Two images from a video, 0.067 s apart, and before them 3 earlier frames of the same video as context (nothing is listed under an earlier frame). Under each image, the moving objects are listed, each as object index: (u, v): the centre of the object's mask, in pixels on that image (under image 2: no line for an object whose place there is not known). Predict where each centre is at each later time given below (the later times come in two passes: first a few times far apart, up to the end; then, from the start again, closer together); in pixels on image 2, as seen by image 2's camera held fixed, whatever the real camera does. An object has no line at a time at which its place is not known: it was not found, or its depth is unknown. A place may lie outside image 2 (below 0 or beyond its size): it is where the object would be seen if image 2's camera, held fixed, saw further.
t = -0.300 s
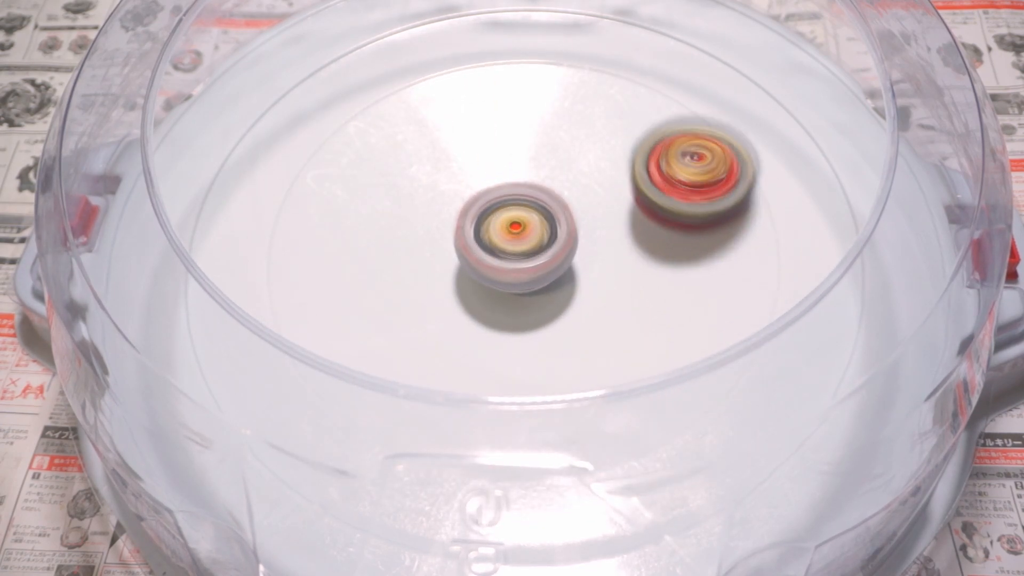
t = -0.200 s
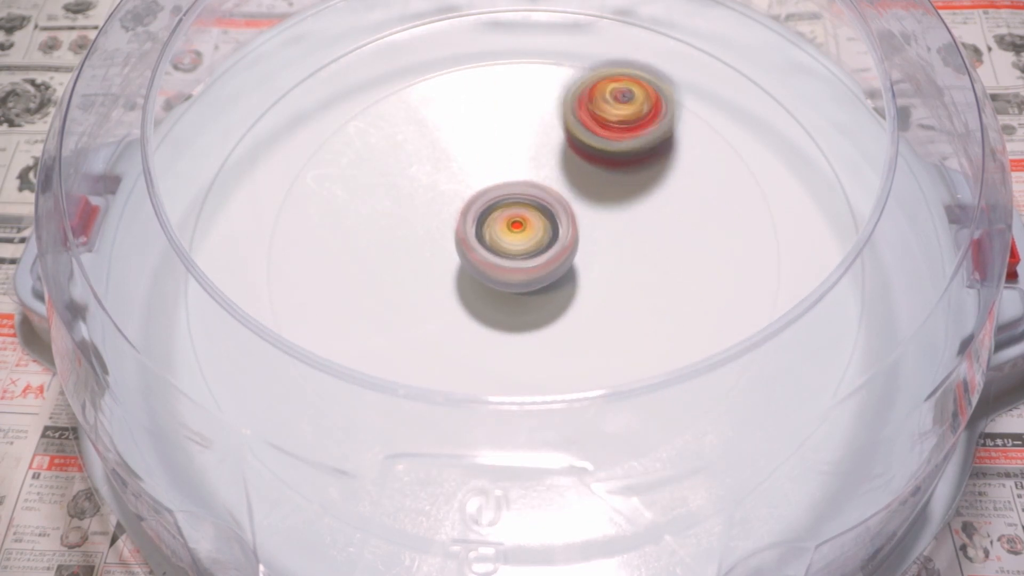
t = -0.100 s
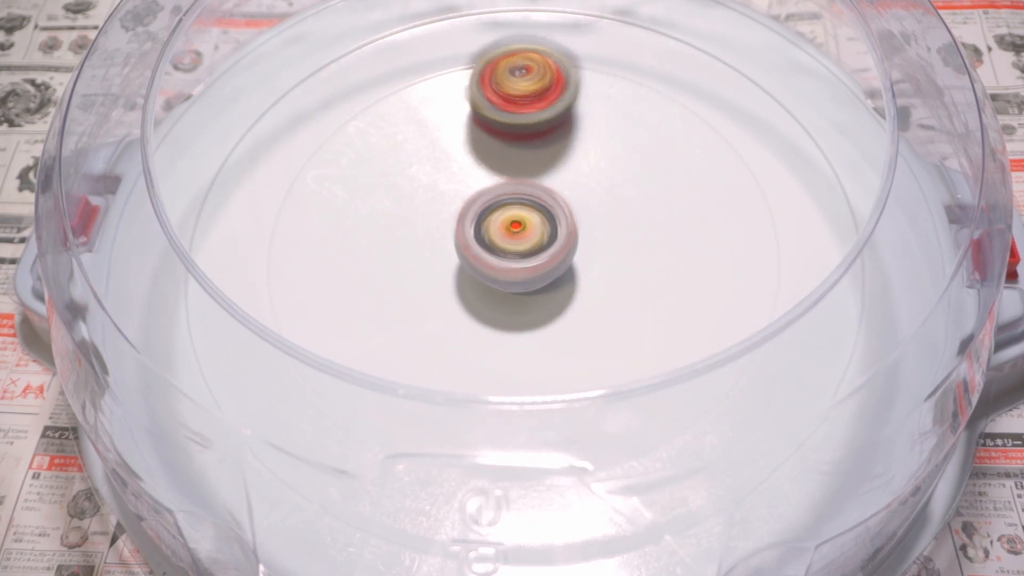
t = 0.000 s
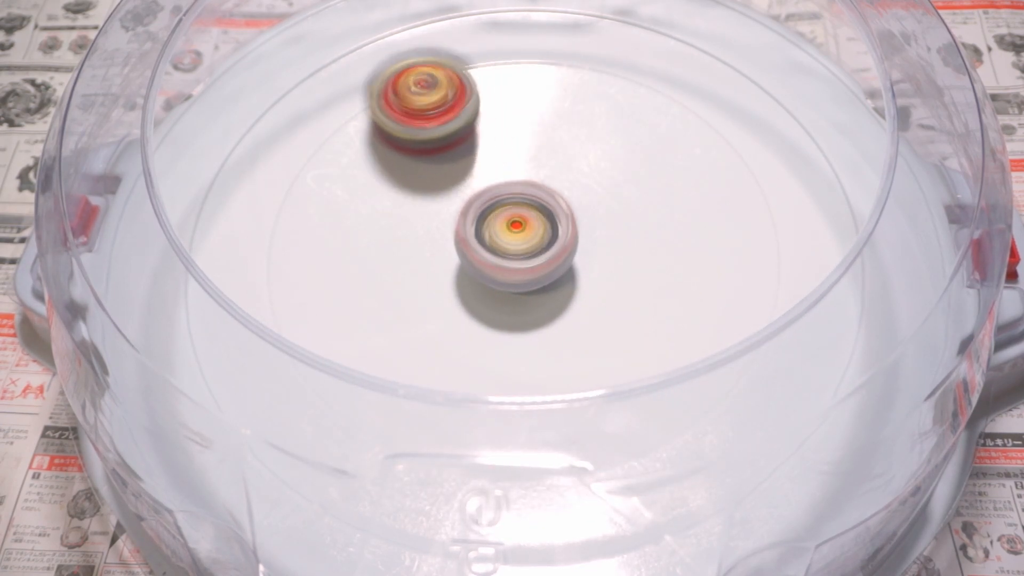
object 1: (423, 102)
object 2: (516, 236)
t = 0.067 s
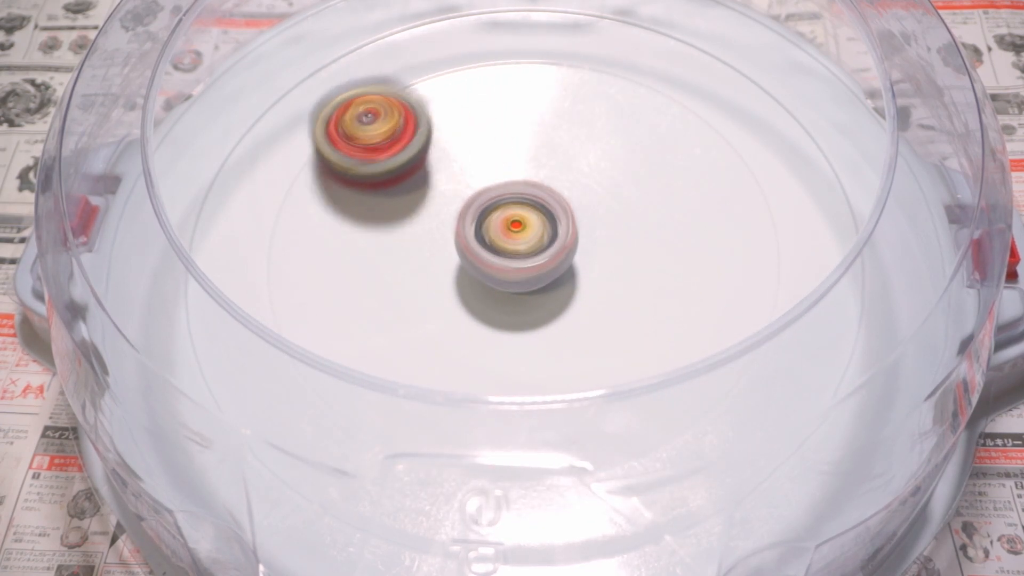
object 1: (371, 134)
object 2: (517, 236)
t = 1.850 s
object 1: (700, 202)
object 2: (524, 237)
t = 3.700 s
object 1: (551, 357)
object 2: (520, 235)
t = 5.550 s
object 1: (387, 272)
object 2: (526, 254)
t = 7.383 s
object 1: (384, 307)
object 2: (629, 148)
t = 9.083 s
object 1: (477, 222)
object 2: (582, 283)
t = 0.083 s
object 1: (361, 144)
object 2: (516, 236)
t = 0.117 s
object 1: (342, 167)
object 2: (516, 236)
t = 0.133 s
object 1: (335, 181)
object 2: (516, 236)
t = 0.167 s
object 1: (324, 208)
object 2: (517, 236)
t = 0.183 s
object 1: (321, 222)
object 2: (517, 236)
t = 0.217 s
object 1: (319, 252)
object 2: (517, 236)
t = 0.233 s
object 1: (321, 266)
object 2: (518, 236)
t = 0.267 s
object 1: (331, 294)
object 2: (518, 235)
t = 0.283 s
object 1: (341, 305)
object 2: (517, 235)
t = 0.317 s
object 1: (359, 334)
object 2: (517, 235)
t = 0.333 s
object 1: (373, 346)
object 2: (518, 235)
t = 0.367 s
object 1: (404, 368)
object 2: (518, 235)
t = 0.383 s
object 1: (421, 375)
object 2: (519, 235)
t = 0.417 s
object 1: (460, 387)
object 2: (518, 235)
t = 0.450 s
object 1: (502, 393)
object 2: (518, 235)
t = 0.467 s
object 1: (523, 391)
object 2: (518, 235)
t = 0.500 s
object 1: (565, 388)
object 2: (518, 236)
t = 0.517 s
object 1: (587, 380)
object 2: (519, 235)
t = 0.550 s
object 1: (625, 366)
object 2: (519, 235)
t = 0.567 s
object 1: (641, 355)
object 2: (519, 235)
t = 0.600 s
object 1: (667, 333)
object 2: (519, 235)
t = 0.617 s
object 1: (676, 317)
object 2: (519, 236)
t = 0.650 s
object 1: (696, 296)
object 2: (519, 236)
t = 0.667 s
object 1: (703, 283)
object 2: (519, 236)
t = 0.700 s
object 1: (709, 253)
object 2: (520, 236)
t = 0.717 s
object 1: (709, 239)
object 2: (521, 236)
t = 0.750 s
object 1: (705, 211)
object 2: (521, 235)
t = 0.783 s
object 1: (694, 185)
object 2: (521, 236)
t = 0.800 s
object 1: (686, 172)
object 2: (521, 236)
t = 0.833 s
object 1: (667, 151)
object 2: (523, 236)
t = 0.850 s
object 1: (657, 141)
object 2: (523, 235)
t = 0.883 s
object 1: (632, 124)
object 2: (523, 235)
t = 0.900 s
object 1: (618, 116)
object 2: (523, 235)
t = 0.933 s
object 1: (591, 104)
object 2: (523, 235)
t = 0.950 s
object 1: (575, 99)
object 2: (524, 235)
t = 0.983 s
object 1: (543, 92)
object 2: (524, 234)
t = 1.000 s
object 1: (528, 91)
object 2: (524, 233)
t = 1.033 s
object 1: (494, 90)
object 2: (524, 234)
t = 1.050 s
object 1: (478, 91)
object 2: (524, 234)
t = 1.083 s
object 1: (447, 98)
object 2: (524, 234)
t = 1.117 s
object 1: (418, 108)
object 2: (524, 234)
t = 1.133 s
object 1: (406, 116)
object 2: (525, 234)
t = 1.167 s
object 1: (382, 135)
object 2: (525, 234)
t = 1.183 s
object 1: (373, 144)
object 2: (524, 234)
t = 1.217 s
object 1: (355, 167)
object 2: (524, 235)
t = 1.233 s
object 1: (348, 180)
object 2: (524, 235)
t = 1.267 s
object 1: (339, 206)
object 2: (524, 235)
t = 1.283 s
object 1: (336, 221)
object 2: (524, 234)
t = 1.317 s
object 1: (336, 250)
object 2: (524, 235)
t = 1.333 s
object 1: (338, 265)
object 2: (524, 235)
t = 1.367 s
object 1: (349, 294)
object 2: (524, 235)
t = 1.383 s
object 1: (358, 306)
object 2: (525, 235)
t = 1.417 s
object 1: (383, 326)
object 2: (525, 234)
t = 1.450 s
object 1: (412, 341)
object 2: (524, 235)
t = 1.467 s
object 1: (428, 347)
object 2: (525, 235)
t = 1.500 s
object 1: (461, 368)
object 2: (525, 235)
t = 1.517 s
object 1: (481, 373)
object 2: (525, 235)
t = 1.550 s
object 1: (522, 379)
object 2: (525, 235)
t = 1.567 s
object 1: (542, 379)
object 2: (525, 236)
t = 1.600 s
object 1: (583, 371)
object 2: (525, 236)
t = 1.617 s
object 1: (599, 362)
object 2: (525, 236)
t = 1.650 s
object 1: (630, 340)
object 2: (525, 236)
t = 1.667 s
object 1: (645, 332)
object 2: (525, 236)
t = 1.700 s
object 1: (672, 315)
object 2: (525, 236)
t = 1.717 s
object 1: (683, 305)
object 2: (525, 236)
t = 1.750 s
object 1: (699, 283)
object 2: (525, 237)
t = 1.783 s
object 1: (706, 255)
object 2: (526, 237)
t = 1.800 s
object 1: (707, 242)
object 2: (526, 237)
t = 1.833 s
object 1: (704, 215)
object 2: (525, 237)
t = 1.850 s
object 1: (700, 202)
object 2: (524, 237)
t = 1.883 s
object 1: (688, 178)
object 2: (526, 238)
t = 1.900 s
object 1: (680, 167)
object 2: (526, 237)
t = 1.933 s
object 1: (661, 147)
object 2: (525, 237)
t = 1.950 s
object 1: (650, 138)
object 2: (525, 237)
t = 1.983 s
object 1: (626, 123)
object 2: (525, 238)
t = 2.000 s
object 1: (612, 116)
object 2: (526, 238)
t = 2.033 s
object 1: (585, 108)
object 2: (526, 238)
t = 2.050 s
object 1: (570, 104)
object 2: (525, 238)
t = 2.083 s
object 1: (539, 100)
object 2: (524, 238)
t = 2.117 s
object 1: (507, 100)
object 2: (524, 238)
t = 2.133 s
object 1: (490, 100)
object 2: (524, 238)
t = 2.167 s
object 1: (459, 107)
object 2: (524, 238)
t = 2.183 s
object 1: (444, 113)
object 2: (524, 238)
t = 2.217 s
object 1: (418, 128)
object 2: (524, 239)
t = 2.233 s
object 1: (406, 137)
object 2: (524, 239)
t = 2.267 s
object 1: (386, 155)
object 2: (523, 239)
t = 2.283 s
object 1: (377, 165)
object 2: (523, 239)
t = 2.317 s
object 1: (362, 190)
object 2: (523, 239)
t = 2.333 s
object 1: (357, 203)
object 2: (523, 239)
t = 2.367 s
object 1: (352, 231)
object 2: (522, 239)
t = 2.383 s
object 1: (351, 245)
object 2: (522, 239)
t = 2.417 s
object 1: (356, 274)
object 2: (522, 238)
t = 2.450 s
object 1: (369, 301)
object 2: (521, 239)
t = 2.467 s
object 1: (378, 313)
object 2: (521, 239)
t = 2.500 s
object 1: (403, 330)
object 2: (522, 239)
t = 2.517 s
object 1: (417, 337)
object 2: (522, 239)
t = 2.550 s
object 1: (450, 348)
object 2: (522, 239)
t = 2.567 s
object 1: (467, 353)
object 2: (521, 239)
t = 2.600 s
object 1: (503, 358)
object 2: (521, 240)
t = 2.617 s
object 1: (522, 373)
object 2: (522, 240)
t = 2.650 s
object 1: (559, 370)
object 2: (522, 240)
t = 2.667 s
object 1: (578, 366)
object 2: (521, 240)
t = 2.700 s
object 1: (610, 346)
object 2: (520, 240)
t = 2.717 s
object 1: (625, 340)
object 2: (521, 240)
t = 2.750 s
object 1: (654, 326)
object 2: (521, 240)
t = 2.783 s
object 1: (677, 309)
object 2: (520, 239)
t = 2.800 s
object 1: (687, 299)
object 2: (520, 239)
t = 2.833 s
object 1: (699, 275)
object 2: (521, 239)
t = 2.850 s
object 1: (702, 262)
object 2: (521, 239)
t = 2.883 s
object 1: (702, 235)
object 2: (520, 239)
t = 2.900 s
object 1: (701, 223)
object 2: (520, 238)
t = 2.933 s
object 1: (692, 199)
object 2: (520, 238)
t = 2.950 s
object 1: (685, 188)
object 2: (520, 239)
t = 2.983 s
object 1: (669, 167)
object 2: (520, 239)
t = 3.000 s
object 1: (659, 158)
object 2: (520, 238)
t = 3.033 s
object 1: (637, 142)
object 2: (520, 237)
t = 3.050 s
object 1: (625, 135)
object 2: (519, 238)
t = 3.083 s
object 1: (599, 123)
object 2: (520, 238)
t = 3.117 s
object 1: (571, 117)
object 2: (521, 237)
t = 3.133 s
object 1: (556, 116)
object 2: (520, 236)
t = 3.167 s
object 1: (525, 115)
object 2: (519, 237)
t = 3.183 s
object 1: (509, 117)
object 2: (519, 237)
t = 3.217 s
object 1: (477, 122)
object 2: (519, 237)
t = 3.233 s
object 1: (462, 126)
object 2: (519, 237)
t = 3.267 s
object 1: (435, 138)
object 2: (520, 237)
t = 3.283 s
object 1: (423, 145)
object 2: (520, 237)
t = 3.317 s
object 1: (400, 162)
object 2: (519, 237)
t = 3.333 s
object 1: (392, 172)
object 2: (519, 237)
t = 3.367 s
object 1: (377, 195)
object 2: (521, 237)
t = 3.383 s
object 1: (370, 207)
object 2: (521, 237)
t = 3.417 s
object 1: (363, 234)
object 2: (519, 236)
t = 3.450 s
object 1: (363, 260)
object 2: (520, 237)
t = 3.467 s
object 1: (366, 273)
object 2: (520, 237)
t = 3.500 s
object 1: (376, 299)
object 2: (520, 236)
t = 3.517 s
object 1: (384, 311)
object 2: (521, 236)
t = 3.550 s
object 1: (406, 328)
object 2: (521, 235)
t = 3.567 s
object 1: (419, 335)
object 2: (520, 235)
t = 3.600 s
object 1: (448, 347)
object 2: (519, 236)
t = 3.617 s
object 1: (464, 351)
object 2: (520, 236)
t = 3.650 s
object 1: (498, 357)
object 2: (520, 235)
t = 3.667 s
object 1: (516, 358)
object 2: (520, 235)
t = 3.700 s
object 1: (551, 357)
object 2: (520, 235)
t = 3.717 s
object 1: (569, 354)
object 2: (520, 235)
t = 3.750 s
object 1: (601, 345)
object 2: (519, 236)
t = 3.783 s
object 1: (630, 332)
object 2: (521, 236)
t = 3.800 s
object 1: (642, 325)
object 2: (521, 236)
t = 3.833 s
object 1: (664, 308)
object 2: (520, 235)
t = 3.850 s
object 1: (673, 297)
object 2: (520, 236)
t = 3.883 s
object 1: (682, 272)
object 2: (521, 236)
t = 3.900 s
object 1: (684, 259)
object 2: (521, 236)
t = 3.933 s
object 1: (683, 234)
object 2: (521, 236)
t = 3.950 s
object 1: (680, 222)
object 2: (521, 235)
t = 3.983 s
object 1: (671, 198)
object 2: (520, 236)
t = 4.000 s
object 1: (664, 188)
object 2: (520, 236)
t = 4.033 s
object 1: (646, 169)
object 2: (522, 236)
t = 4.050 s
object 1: (636, 160)
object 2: (522, 235)
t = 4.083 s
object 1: (614, 146)
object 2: (521, 235)
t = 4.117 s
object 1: (589, 134)
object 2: (522, 235)
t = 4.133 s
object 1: (577, 130)
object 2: (522, 235)
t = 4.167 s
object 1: (549, 125)
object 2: (521, 236)
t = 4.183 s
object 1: (535, 125)
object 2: (522, 236)
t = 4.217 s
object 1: (504, 125)
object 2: (522, 234)
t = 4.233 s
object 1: (489, 127)
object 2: (521, 234)
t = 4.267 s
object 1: (461, 134)
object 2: (522, 236)
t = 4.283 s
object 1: (448, 140)
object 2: (521, 236)
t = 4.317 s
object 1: (424, 152)
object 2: (522, 237)
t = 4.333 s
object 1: (412, 160)
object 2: (523, 237)
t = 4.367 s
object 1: (395, 177)
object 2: (523, 236)
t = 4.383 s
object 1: (386, 188)
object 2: (522, 237)
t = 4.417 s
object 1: (374, 210)
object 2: (524, 237)
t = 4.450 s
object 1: (368, 235)
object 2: (524, 237)
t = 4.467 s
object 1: (367, 247)
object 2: (524, 237)
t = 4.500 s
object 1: (370, 272)
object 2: (526, 236)
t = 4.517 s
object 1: (375, 284)
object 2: (525, 235)
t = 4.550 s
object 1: (388, 309)
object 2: (525, 236)
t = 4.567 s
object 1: (398, 318)
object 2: (526, 236)
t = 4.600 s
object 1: (422, 332)
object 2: (526, 235)
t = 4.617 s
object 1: (436, 337)
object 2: (526, 236)
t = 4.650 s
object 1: (466, 347)
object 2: (528, 235)
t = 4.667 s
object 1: (482, 351)
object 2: (527, 235)
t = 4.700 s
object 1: (516, 353)
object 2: (526, 236)
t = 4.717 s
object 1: (533, 353)
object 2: (527, 236)
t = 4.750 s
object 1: (568, 347)
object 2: (526, 236)
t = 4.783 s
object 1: (596, 338)
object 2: (527, 235)
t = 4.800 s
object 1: (609, 330)
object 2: (527, 235)
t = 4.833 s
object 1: (633, 314)
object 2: (525, 235)
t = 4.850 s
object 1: (641, 302)
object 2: (526, 236)
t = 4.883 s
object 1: (652, 279)
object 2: (526, 235)
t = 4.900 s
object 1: (656, 267)
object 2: (525, 235)
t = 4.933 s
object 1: (662, 244)
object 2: (523, 233)
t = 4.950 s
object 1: (662, 233)
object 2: (521, 232)
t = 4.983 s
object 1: (659, 211)
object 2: (518, 231)
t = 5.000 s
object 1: (654, 201)
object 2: (518, 231)
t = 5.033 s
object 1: (641, 183)
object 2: (517, 232)
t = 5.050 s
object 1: (633, 175)
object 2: (517, 232)
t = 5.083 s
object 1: (616, 160)
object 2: (516, 232)
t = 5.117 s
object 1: (595, 147)
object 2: (513, 233)
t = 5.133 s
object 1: (584, 142)
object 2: (513, 234)
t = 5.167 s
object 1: (562, 136)
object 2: (512, 234)
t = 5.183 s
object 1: (549, 133)
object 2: (511, 235)
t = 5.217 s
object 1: (524, 131)
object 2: (511, 236)
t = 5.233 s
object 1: (509, 130)
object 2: (510, 236)
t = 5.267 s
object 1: (483, 134)
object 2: (510, 238)
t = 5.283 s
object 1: (471, 138)
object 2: (509, 238)
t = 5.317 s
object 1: (447, 147)
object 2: (509, 240)
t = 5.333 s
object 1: (436, 153)
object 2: (510, 241)
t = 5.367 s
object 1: (418, 168)
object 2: (511, 242)
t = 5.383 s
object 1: (410, 175)
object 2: (512, 246)
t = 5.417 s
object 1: (397, 190)
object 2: (516, 250)
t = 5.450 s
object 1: (386, 208)
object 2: (517, 253)
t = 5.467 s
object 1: (383, 218)
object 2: (519, 253)
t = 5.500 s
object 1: (380, 240)
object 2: (521, 254)
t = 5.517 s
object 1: (381, 251)
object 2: (522, 255)
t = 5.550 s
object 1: (387, 272)
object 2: (526, 254)
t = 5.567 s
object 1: (392, 283)
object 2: (527, 254)
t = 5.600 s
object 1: (402, 300)
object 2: (535, 255)
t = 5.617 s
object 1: (409, 309)
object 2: (538, 255)
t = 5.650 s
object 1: (428, 324)
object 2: (542, 254)
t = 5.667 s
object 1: (438, 329)
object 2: (545, 254)
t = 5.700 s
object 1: (459, 336)
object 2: (552, 251)
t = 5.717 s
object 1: (471, 340)
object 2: (555, 249)
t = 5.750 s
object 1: (493, 344)
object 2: (563, 244)
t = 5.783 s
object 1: (508, 348)
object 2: (579, 230)
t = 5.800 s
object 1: (517, 349)
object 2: (585, 224)
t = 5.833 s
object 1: (539, 348)
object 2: (592, 215)
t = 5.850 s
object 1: (550, 347)
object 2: (594, 212)
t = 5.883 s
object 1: (571, 340)
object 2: (594, 208)
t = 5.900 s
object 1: (582, 338)
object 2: (593, 207)
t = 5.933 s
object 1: (599, 324)
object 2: (589, 204)
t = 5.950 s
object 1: (602, 321)
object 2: (592, 202)
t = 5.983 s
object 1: (602, 314)
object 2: (593, 189)
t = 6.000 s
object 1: (601, 309)
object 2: (596, 182)
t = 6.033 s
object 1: (601, 295)
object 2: (593, 177)
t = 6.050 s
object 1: (599, 291)
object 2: (593, 170)
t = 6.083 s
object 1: (590, 284)
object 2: (589, 156)
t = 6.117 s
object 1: (577, 273)
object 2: (582, 145)
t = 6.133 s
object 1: (569, 269)
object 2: (581, 141)
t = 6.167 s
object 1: (552, 260)
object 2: (577, 137)
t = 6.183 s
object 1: (543, 256)
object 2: (574, 135)
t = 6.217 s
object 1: (522, 253)
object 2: (570, 136)
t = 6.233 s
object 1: (510, 254)
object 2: (569, 133)
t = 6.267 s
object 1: (488, 257)
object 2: (568, 128)
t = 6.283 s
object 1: (479, 259)
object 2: (566, 129)
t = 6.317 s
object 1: (463, 263)
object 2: (562, 129)
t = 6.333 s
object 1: (456, 267)
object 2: (561, 133)
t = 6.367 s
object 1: (445, 275)
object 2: (555, 136)
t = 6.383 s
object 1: (440, 280)
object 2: (554, 140)
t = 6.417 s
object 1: (434, 290)
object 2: (549, 147)
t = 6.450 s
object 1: (429, 300)
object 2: (544, 154)
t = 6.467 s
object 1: (428, 306)
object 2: (543, 160)
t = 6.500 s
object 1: (428, 317)
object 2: (537, 169)
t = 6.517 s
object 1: (429, 322)
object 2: (535, 174)
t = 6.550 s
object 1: (436, 331)
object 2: (531, 184)
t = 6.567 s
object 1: (441, 334)
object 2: (529, 188)
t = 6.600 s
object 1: (455, 338)
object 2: (527, 199)
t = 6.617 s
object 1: (464, 339)
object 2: (524, 202)
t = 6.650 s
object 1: (481, 342)
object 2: (524, 212)
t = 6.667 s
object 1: (490, 342)
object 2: (521, 216)
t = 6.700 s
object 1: (508, 335)
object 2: (522, 221)
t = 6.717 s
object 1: (501, 340)
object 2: (530, 217)
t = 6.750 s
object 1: (483, 352)
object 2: (568, 179)
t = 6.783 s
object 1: (464, 376)
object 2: (598, 148)
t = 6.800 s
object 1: (459, 390)
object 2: (613, 135)
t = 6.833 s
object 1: (451, 407)
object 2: (638, 112)
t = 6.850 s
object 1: (447, 419)
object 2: (647, 106)
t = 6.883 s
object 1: (444, 427)
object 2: (662, 96)
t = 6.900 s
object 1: (444, 431)
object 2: (666, 92)
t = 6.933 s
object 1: (448, 432)
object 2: (671, 91)
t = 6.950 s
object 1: (452, 433)
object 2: (672, 93)
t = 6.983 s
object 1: (460, 427)
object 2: (669, 97)
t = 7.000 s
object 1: (464, 423)
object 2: (668, 100)
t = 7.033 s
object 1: (474, 409)
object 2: (662, 106)
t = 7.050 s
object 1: (477, 411)
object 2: (658, 110)
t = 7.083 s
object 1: (483, 393)
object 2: (649, 118)
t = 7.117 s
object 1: (489, 375)
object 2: (639, 128)
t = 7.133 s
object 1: (492, 361)
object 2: (635, 135)
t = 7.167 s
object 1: (494, 354)
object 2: (623, 147)
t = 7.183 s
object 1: (494, 351)
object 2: (615, 151)
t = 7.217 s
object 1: (494, 343)
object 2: (601, 163)
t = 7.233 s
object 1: (493, 337)
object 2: (596, 171)
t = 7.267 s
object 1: (491, 321)
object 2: (581, 184)
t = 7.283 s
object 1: (490, 313)
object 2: (573, 189)
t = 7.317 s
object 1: (481, 299)
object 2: (560, 201)
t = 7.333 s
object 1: (455, 303)
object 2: (578, 191)
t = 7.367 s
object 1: (408, 306)
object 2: (615, 162)
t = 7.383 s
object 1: (384, 307)
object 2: (629, 148)
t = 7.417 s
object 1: (350, 305)
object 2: (653, 128)
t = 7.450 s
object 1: (326, 299)
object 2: (668, 115)
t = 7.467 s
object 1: (315, 296)
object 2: (674, 110)
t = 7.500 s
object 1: (301, 291)
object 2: (678, 103)
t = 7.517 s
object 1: (297, 289)
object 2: (677, 104)
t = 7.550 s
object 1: (289, 284)
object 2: (673, 106)
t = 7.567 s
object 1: (286, 283)
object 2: (670, 105)
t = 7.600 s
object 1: (290, 280)
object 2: (661, 111)
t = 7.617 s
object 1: (292, 279)
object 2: (657, 118)
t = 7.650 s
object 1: (300, 275)
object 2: (646, 126)
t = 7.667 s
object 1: (306, 272)
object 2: (638, 128)
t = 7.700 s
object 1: (319, 266)
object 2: (623, 139)
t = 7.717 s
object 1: (326, 262)
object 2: (617, 145)
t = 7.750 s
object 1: (341, 256)
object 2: (603, 155)
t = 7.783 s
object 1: (359, 248)
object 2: (588, 166)
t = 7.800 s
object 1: (370, 245)
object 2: (580, 173)
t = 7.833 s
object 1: (389, 238)
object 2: (565, 186)
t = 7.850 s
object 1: (399, 233)
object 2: (558, 190)
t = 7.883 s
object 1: (419, 226)
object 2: (544, 202)
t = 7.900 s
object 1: (400, 216)
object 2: (576, 213)
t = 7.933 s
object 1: (345, 187)
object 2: (657, 219)
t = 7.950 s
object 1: (322, 173)
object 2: (696, 222)
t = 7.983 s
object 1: (284, 150)
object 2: (766, 227)
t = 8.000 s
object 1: (269, 141)
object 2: (796, 223)
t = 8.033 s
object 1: (238, 126)
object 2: (856, 235)
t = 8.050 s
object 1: (225, 116)
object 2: (886, 246)
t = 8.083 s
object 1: (209, 104)
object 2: (918, 255)
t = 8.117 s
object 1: (211, 105)
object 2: (901, 259)
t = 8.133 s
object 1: (215, 104)
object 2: (895, 261)
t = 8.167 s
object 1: (227, 108)
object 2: (875, 266)
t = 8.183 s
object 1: (234, 111)
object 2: (867, 277)
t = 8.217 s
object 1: (249, 119)
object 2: (844, 280)
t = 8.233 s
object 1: (255, 121)
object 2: (833, 288)
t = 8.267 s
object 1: (266, 122)
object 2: (814, 294)
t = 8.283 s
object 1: (273, 124)
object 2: (803, 298)
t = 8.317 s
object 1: (282, 125)
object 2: (783, 307)
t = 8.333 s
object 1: (288, 126)
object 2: (771, 307)
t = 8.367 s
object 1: (294, 124)
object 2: (752, 316)
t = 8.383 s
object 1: (298, 123)
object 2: (740, 314)
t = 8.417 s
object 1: (306, 123)
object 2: (714, 319)
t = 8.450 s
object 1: (315, 123)
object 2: (685, 314)
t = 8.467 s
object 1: (319, 125)
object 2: (673, 310)
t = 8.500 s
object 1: (331, 134)
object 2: (649, 312)
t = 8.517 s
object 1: (337, 138)
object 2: (636, 303)
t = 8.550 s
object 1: (352, 151)
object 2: (609, 297)
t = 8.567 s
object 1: (360, 156)
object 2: (600, 291)
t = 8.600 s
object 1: (378, 171)
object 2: (574, 280)
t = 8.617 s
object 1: (388, 179)
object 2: (565, 278)
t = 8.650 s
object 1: (406, 194)
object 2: (545, 261)
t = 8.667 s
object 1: (417, 203)
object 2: (537, 261)
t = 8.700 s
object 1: (425, 206)
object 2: (540, 255)
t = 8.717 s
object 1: (427, 207)
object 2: (541, 260)
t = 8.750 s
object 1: (434, 210)
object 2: (548, 259)
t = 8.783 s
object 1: (435, 201)
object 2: (565, 275)
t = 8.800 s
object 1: (435, 197)
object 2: (572, 284)
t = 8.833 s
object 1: (438, 194)
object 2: (583, 295)
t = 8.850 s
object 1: (441, 195)
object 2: (587, 295)
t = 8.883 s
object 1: (445, 199)
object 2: (591, 299)
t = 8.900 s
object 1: (446, 200)
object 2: (594, 299)
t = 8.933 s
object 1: (451, 204)
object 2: (592, 298)
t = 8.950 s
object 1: (455, 207)
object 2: (592, 293)
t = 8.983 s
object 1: (462, 213)
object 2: (589, 292)
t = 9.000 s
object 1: (466, 215)
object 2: (588, 286)
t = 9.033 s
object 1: (473, 220)
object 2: (583, 284)
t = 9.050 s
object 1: (475, 222)
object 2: (580, 278)
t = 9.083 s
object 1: (477, 222)
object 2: (582, 283)
